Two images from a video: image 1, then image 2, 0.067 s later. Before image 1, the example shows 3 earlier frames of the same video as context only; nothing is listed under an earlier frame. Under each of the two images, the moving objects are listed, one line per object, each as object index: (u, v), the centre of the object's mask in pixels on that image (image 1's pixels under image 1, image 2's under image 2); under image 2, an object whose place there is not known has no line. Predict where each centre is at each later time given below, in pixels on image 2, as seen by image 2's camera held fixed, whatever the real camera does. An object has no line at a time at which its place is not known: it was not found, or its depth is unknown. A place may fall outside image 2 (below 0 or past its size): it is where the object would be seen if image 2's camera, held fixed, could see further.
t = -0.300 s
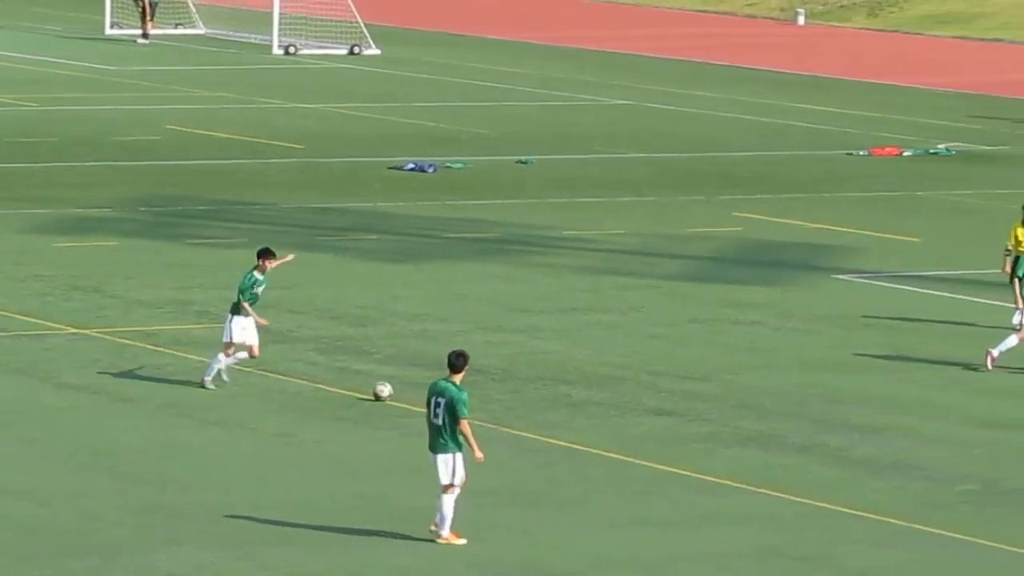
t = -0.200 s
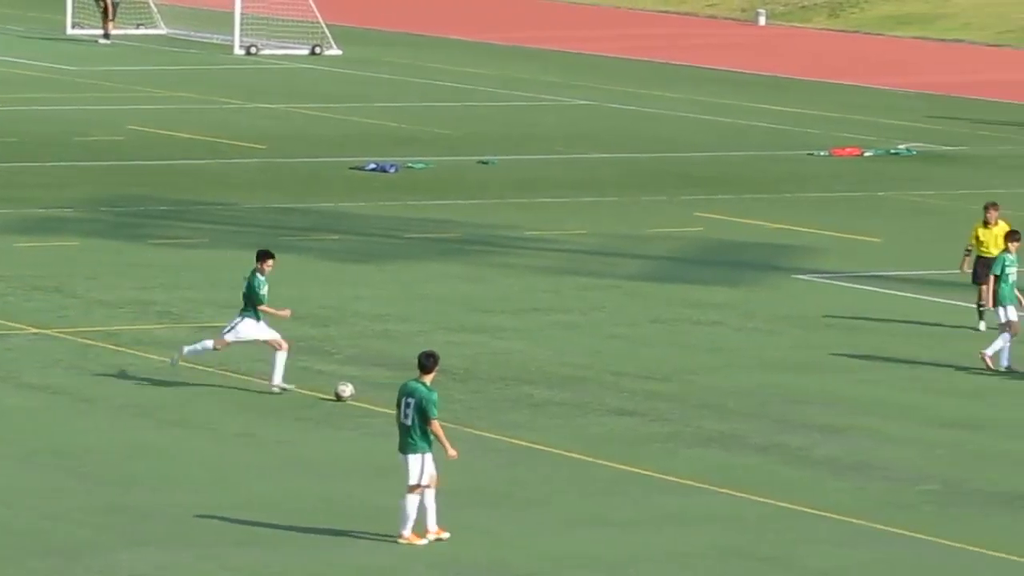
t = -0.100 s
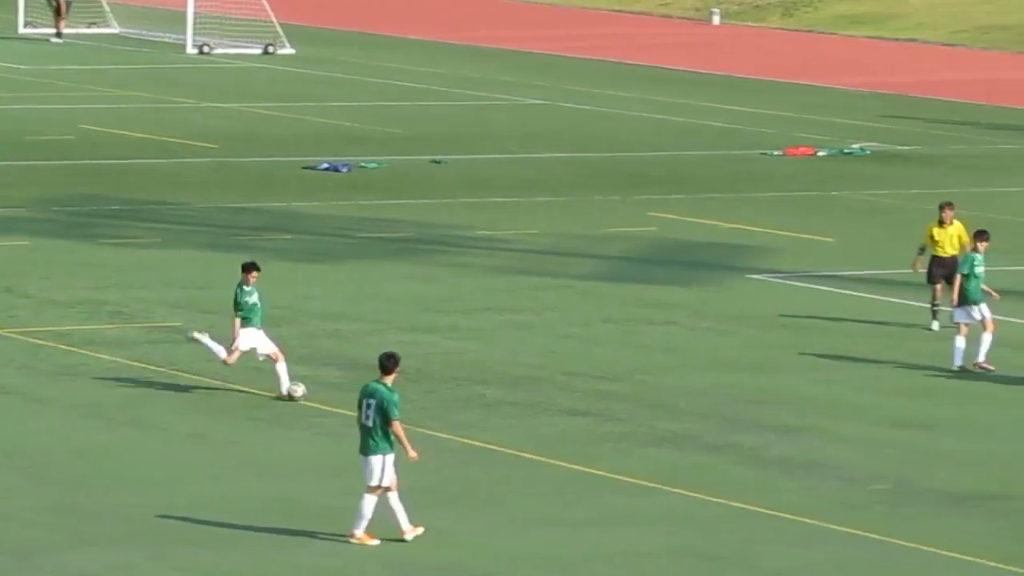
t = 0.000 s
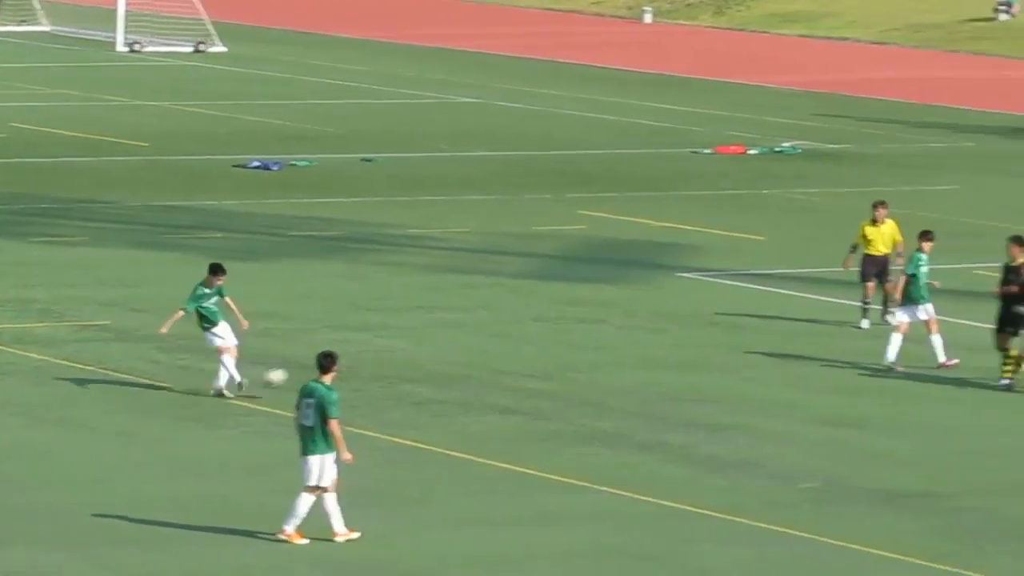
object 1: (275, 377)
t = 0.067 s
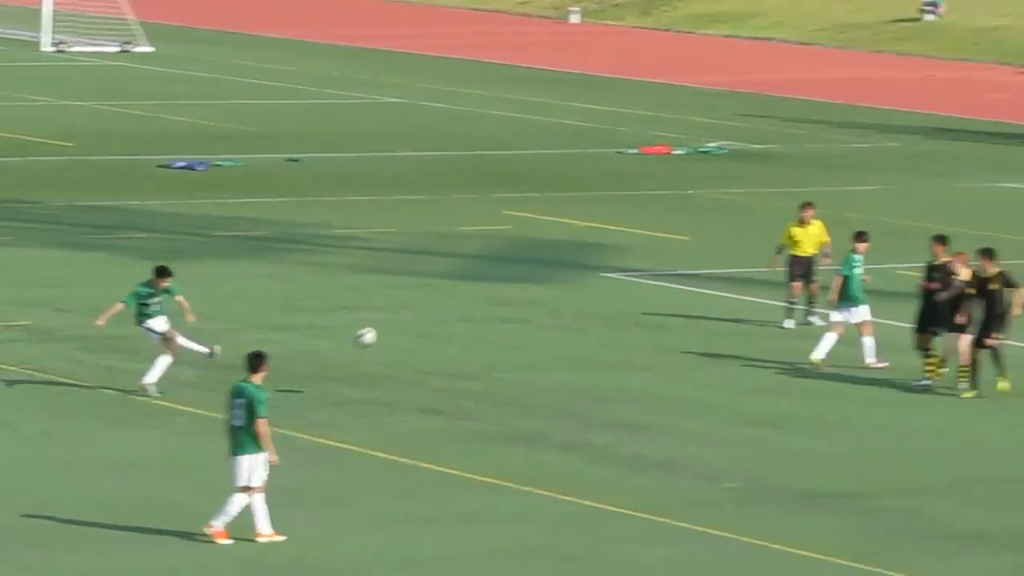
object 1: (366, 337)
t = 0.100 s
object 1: (446, 318)
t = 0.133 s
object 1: (523, 302)
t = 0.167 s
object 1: (598, 288)
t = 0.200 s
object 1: (672, 273)
